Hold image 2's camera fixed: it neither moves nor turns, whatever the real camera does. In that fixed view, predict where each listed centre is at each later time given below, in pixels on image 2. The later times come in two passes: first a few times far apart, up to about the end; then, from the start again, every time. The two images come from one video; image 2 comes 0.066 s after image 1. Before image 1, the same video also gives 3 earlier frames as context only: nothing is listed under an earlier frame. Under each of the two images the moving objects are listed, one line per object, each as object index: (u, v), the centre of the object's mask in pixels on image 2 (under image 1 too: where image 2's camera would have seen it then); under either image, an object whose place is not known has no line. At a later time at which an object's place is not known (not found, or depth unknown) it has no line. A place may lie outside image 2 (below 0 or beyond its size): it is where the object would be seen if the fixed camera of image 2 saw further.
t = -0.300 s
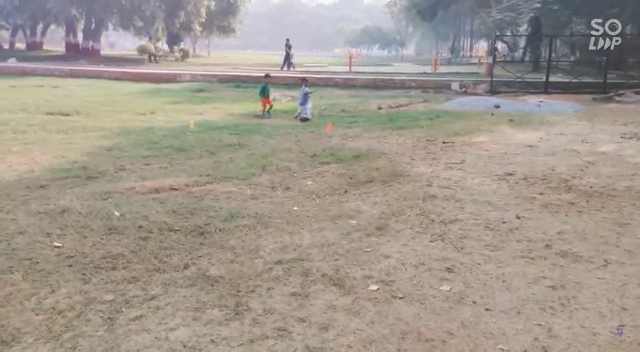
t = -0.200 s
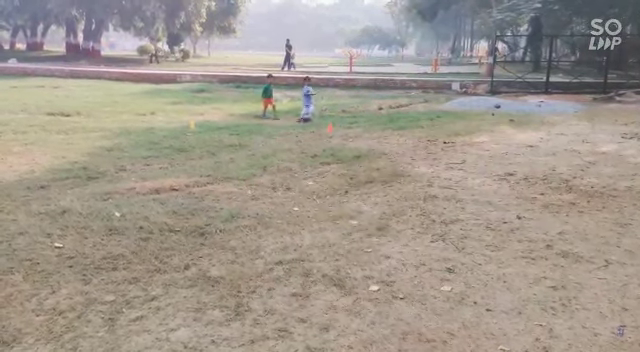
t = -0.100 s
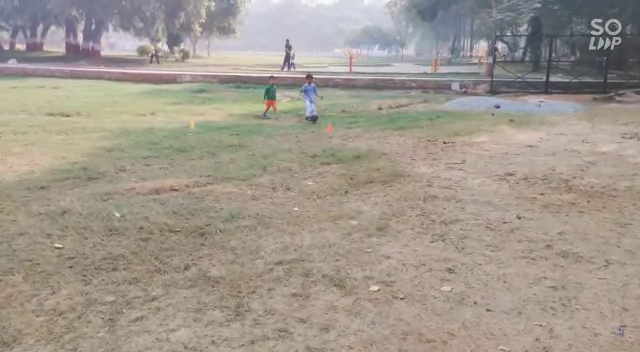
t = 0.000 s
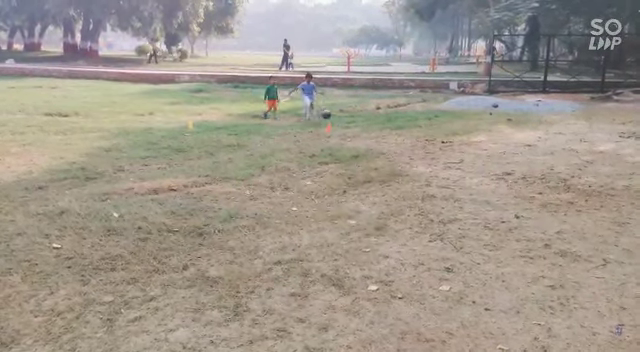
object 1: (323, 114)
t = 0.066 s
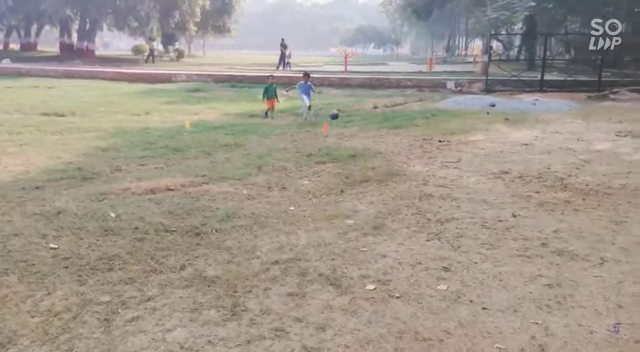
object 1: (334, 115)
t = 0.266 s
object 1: (369, 133)
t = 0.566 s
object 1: (398, 128)
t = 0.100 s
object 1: (339, 116)
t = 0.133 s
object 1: (345, 119)
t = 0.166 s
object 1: (350, 121)
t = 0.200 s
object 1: (356, 125)
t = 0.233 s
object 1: (363, 129)
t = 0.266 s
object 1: (369, 133)
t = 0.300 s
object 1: (372, 131)
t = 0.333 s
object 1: (375, 128)
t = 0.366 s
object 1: (378, 126)
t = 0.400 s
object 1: (381, 125)
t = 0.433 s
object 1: (384, 124)
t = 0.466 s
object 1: (388, 124)
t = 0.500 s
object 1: (391, 125)
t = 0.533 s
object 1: (395, 126)
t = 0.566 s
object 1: (398, 128)
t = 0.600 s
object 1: (401, 130)
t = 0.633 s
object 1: (405, 134)
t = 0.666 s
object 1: (409, 138)
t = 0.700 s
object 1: (413, 143)
